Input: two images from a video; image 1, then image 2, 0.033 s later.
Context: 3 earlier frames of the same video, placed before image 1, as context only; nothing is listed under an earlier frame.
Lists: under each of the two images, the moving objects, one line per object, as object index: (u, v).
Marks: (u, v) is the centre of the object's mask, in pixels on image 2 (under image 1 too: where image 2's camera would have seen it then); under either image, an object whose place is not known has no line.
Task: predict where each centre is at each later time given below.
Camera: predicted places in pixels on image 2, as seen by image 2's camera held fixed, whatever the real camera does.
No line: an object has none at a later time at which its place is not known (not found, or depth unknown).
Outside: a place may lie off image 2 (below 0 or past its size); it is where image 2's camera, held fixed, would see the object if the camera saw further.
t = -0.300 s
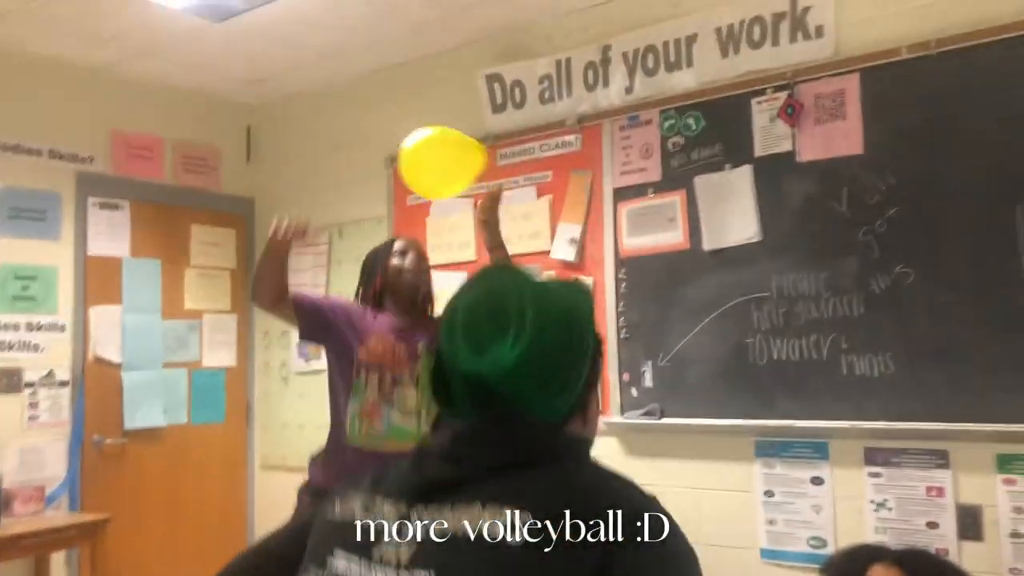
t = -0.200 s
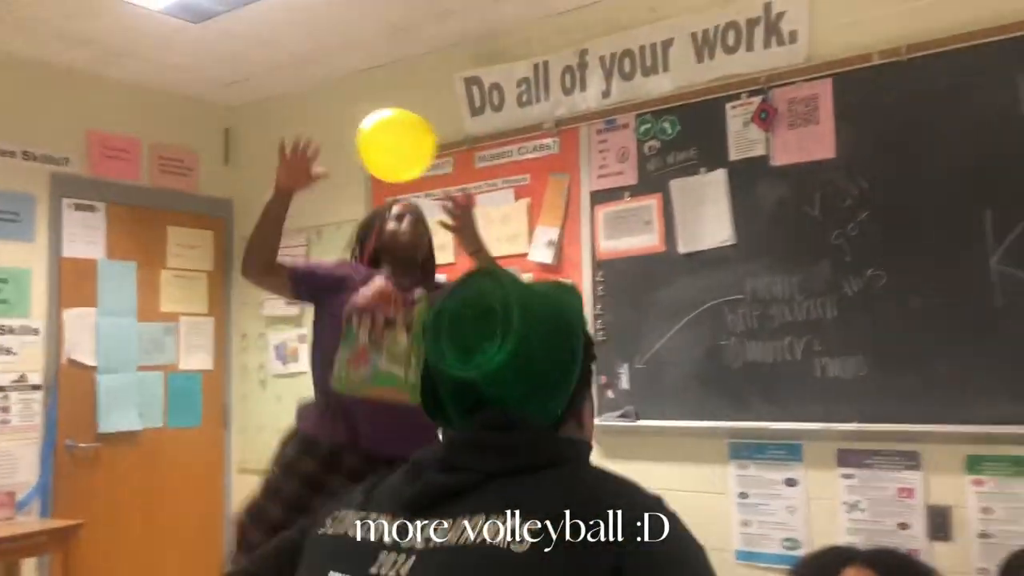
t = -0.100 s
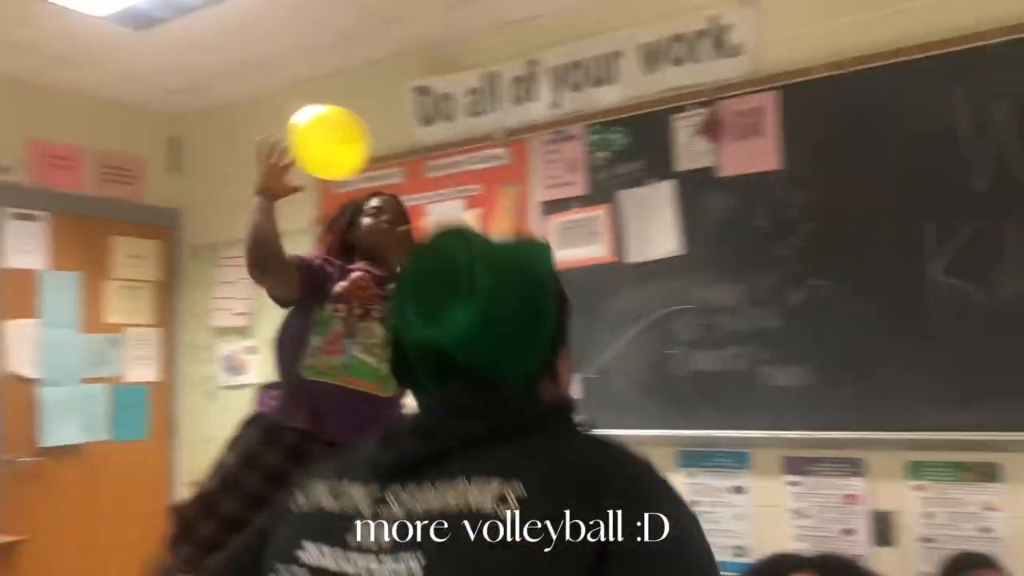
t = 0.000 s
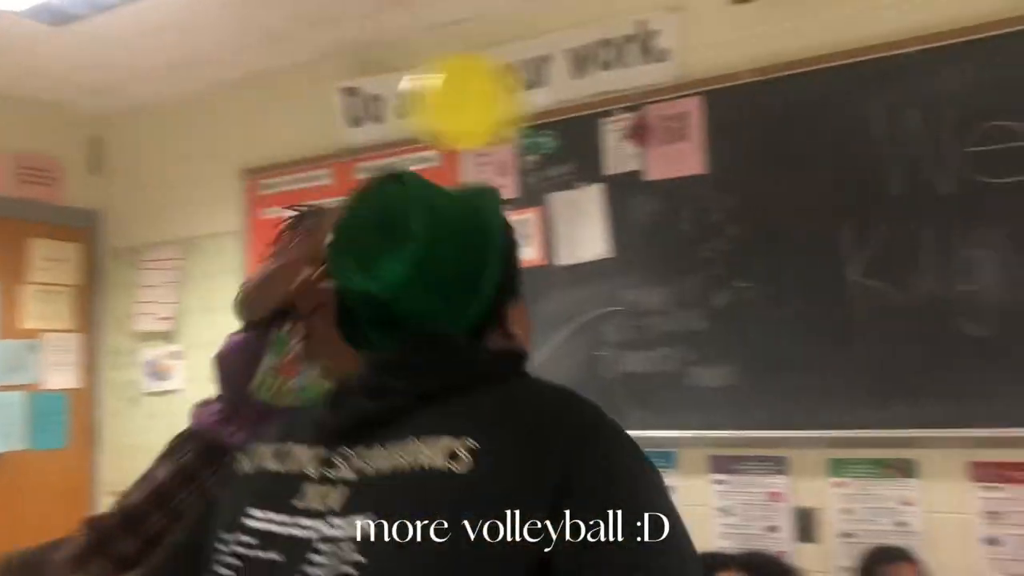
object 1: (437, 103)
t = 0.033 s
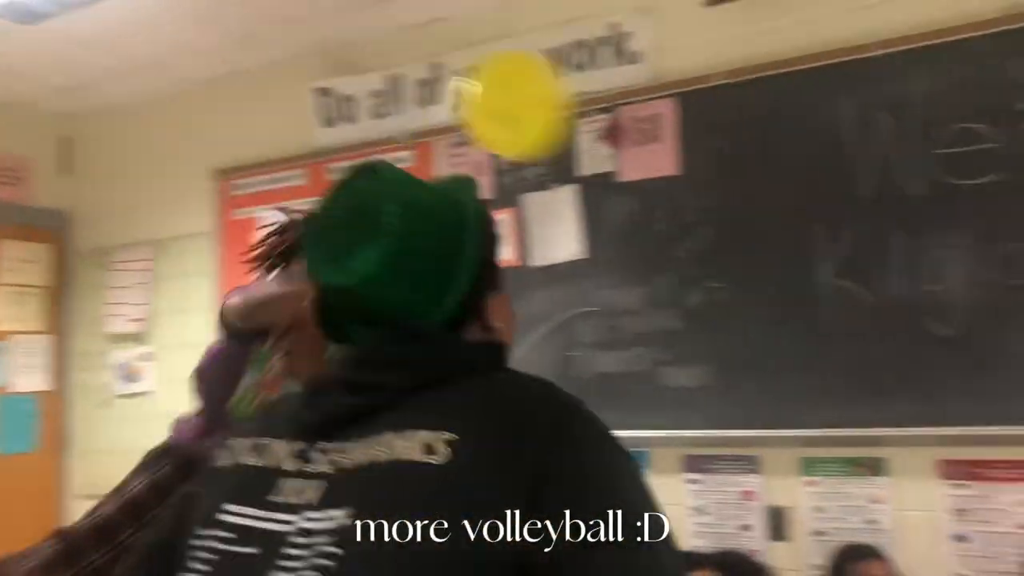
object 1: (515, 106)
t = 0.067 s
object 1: (576, 118)
